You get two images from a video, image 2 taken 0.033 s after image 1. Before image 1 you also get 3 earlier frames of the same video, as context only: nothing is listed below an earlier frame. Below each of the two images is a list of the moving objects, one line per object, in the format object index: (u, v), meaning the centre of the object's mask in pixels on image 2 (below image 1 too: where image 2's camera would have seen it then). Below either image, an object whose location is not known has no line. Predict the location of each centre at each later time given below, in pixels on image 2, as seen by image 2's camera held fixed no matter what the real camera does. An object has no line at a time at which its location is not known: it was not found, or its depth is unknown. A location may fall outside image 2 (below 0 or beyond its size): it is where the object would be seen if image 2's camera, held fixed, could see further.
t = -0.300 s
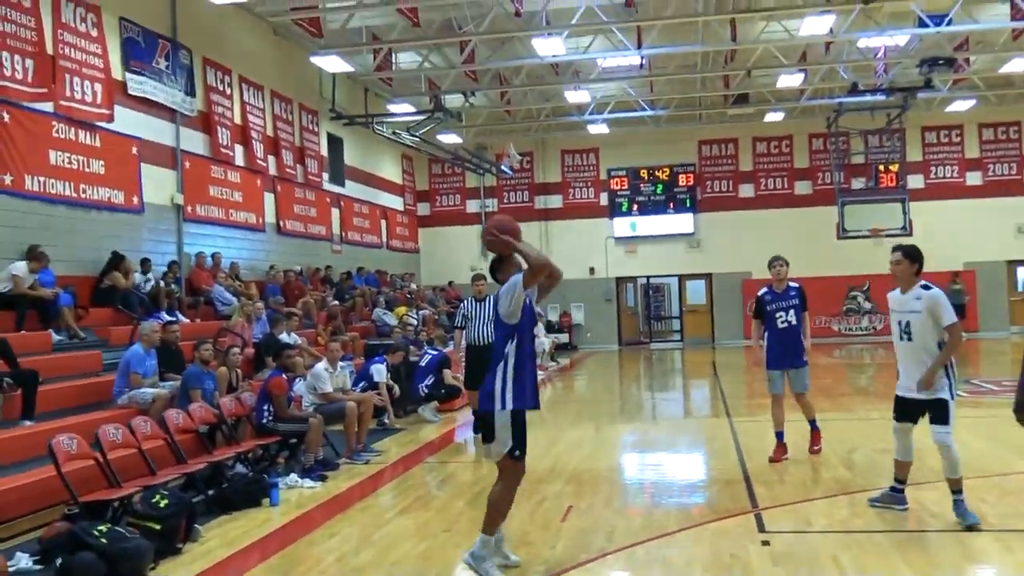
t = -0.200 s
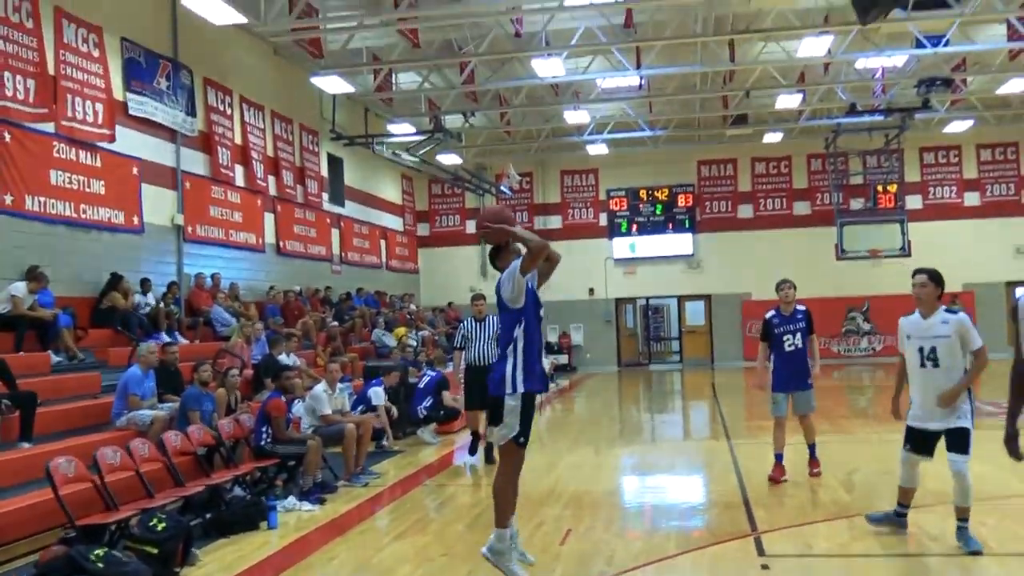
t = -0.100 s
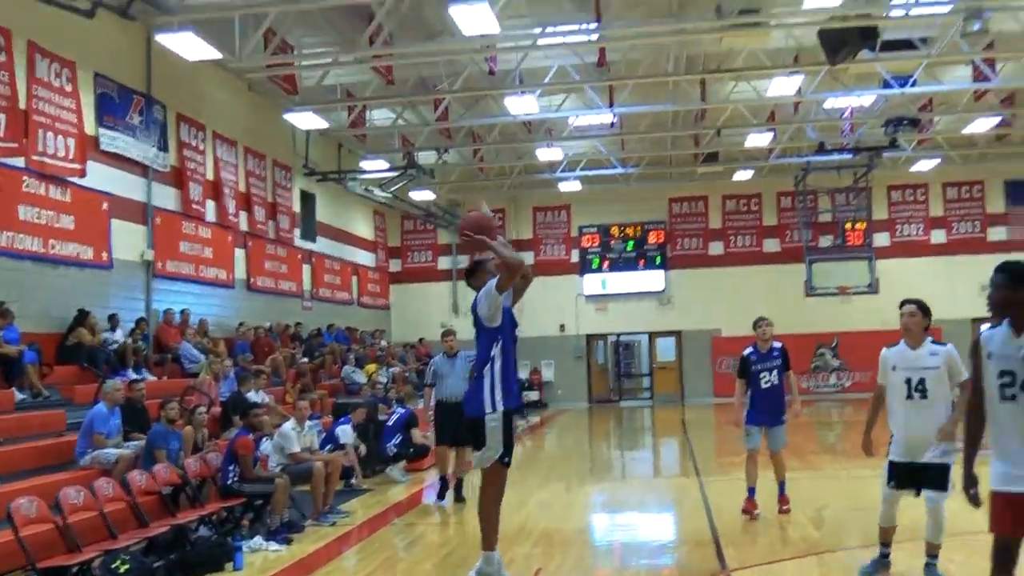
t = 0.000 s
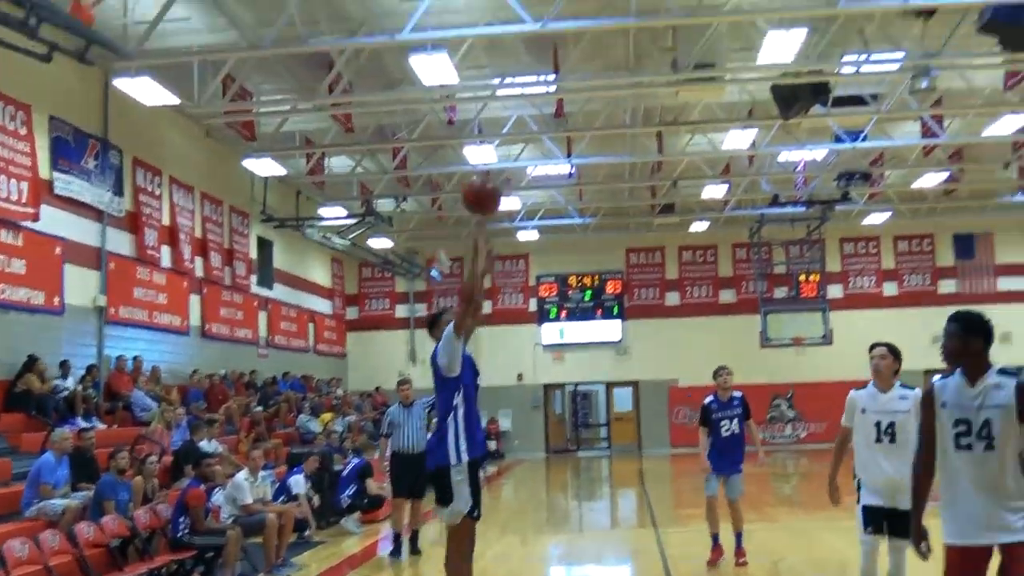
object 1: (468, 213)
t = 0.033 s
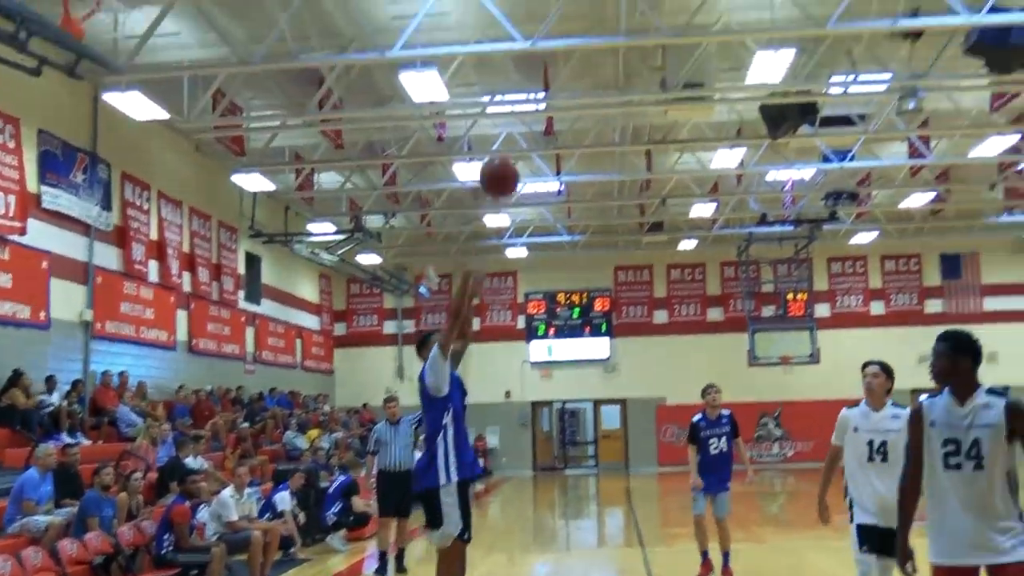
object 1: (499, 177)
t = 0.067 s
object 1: (528, 144)
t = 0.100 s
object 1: (559, 111)
